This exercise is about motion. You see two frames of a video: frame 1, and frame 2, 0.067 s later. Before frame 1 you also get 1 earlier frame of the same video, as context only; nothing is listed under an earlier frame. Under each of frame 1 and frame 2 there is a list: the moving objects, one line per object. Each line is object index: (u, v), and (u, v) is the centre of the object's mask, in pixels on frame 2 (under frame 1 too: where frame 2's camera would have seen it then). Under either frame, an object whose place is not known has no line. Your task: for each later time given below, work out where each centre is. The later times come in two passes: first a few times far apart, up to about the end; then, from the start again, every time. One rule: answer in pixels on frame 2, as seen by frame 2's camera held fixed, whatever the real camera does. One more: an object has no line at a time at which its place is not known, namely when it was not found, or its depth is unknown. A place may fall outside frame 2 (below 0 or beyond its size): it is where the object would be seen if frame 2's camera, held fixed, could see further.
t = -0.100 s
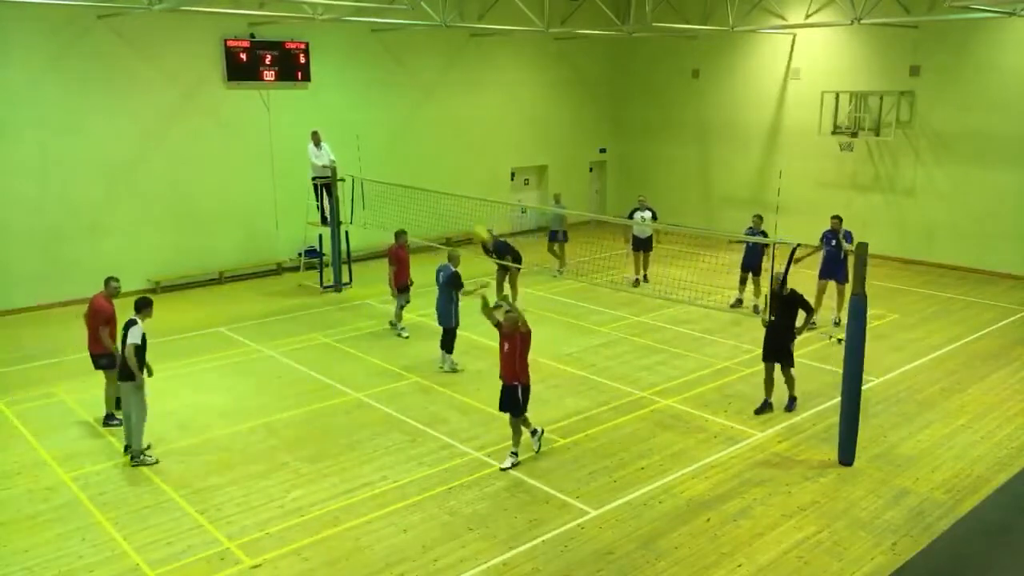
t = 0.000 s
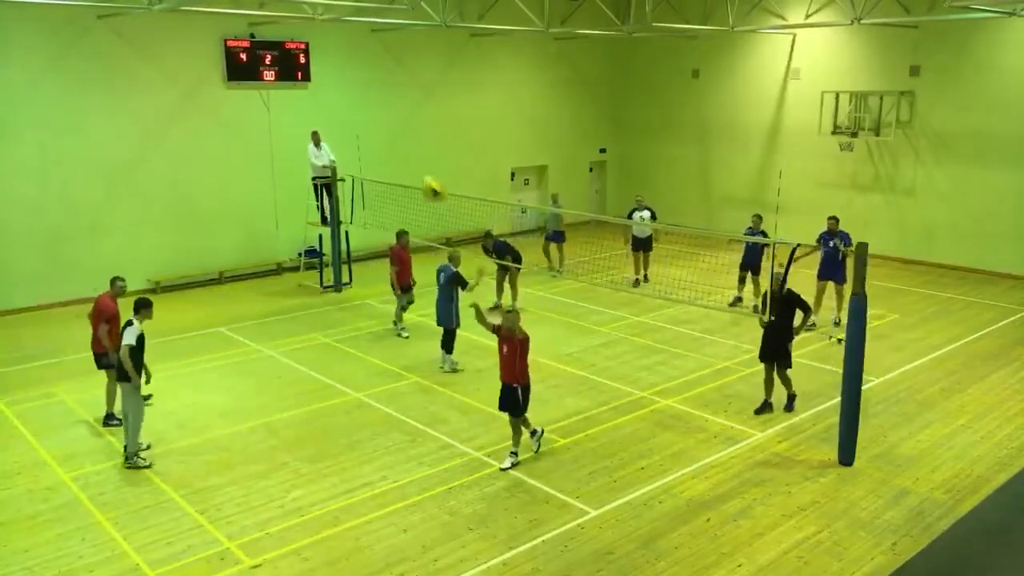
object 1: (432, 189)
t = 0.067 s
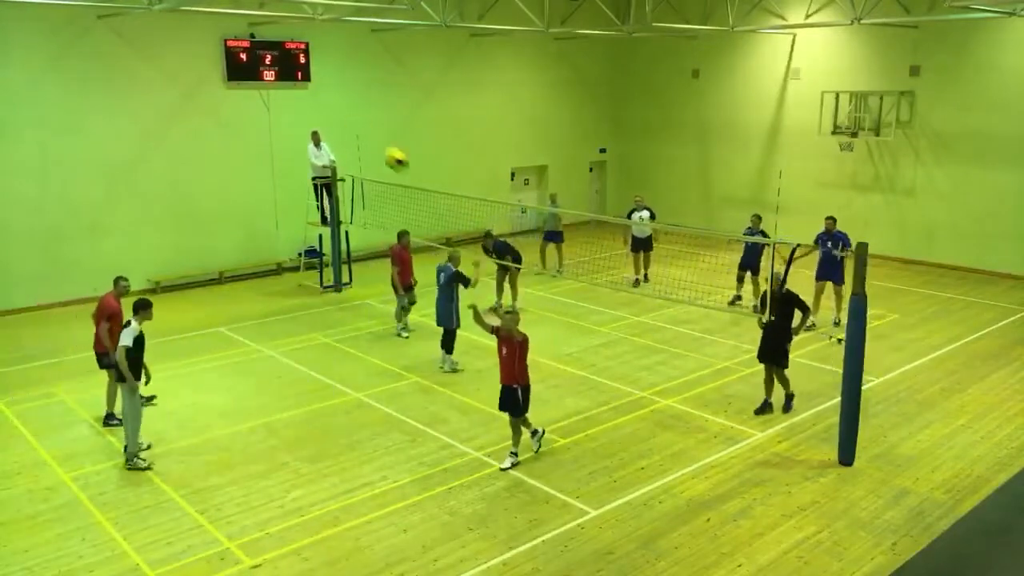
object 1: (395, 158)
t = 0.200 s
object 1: (319, 107)
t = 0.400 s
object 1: (185, 58)
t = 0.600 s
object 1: (26, 55)
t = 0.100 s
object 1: (377, 145)
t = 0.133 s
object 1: (358, 131)
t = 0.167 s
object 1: (339, 119)
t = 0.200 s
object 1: (319, 107)
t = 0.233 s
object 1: (297, 96)
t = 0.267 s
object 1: (277, 87)
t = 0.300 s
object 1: (254, 77)
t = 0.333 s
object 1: (231, 68)
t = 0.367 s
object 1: (208, 63)
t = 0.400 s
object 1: (185, 58)
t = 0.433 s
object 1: (159, 53)
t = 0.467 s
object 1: (133, 50)
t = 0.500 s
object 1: (109, 49)
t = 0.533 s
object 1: (80, 50)
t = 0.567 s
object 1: (53, 52)
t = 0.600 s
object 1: (26, 55)
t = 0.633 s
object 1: (7, 61)
